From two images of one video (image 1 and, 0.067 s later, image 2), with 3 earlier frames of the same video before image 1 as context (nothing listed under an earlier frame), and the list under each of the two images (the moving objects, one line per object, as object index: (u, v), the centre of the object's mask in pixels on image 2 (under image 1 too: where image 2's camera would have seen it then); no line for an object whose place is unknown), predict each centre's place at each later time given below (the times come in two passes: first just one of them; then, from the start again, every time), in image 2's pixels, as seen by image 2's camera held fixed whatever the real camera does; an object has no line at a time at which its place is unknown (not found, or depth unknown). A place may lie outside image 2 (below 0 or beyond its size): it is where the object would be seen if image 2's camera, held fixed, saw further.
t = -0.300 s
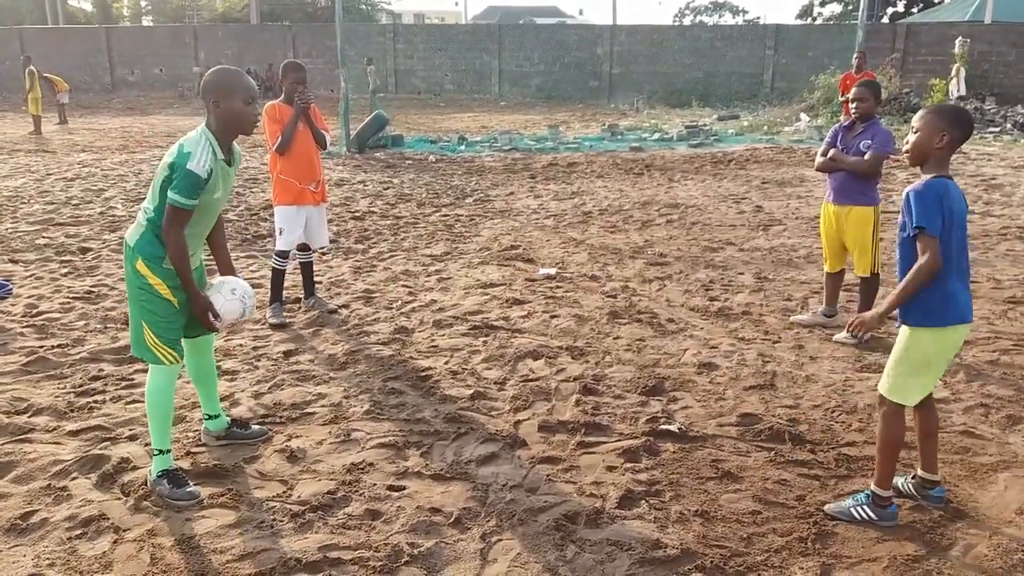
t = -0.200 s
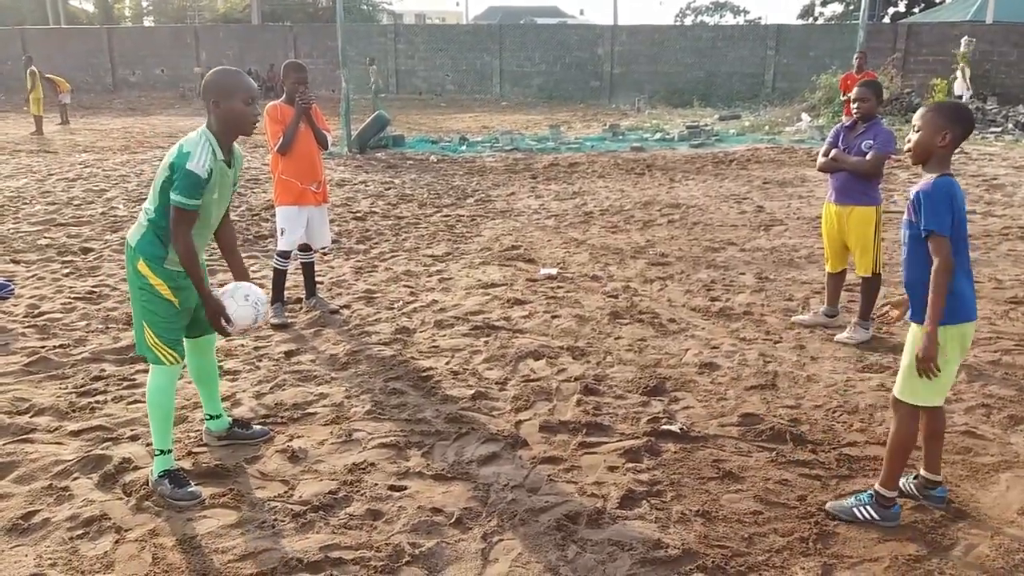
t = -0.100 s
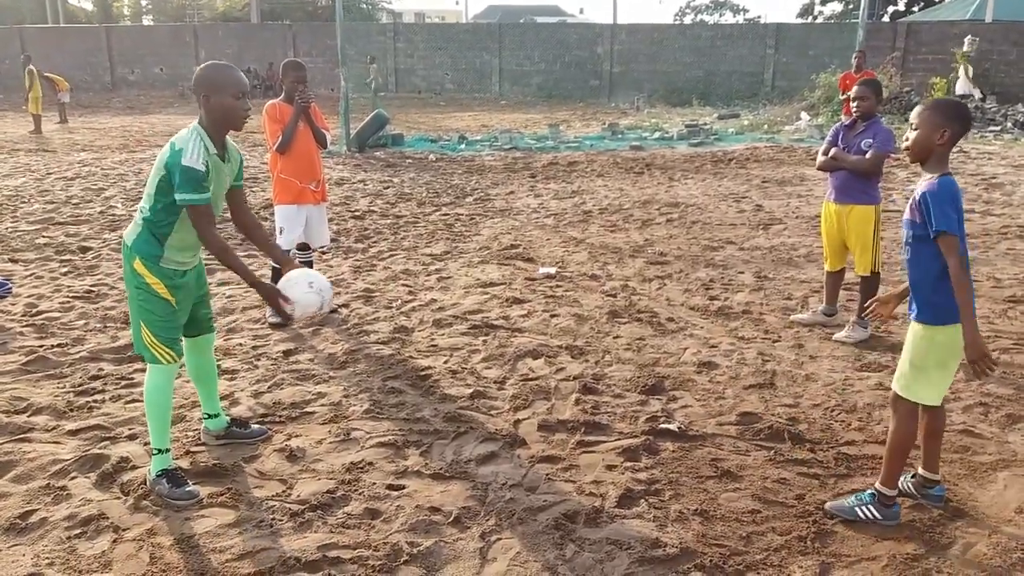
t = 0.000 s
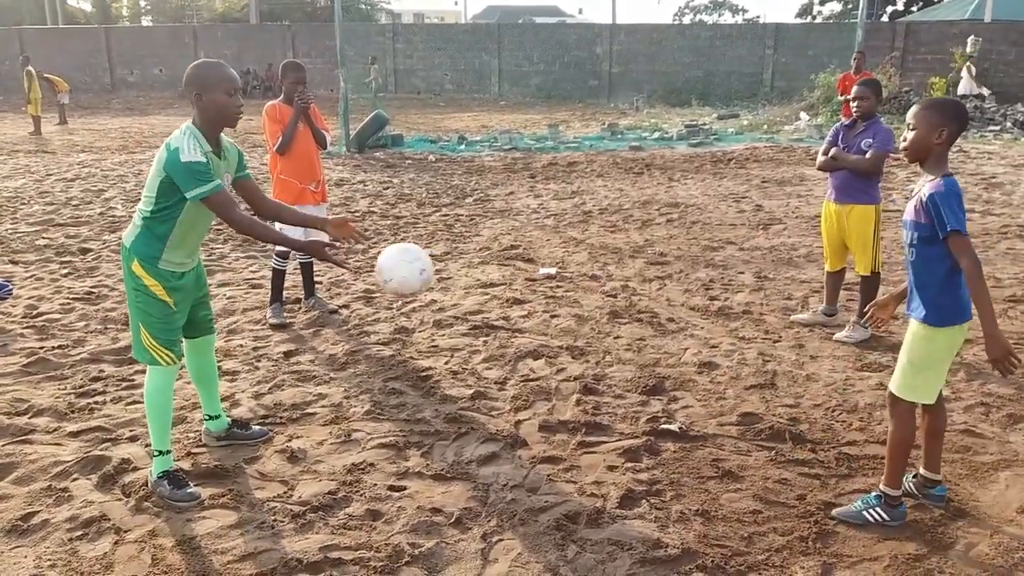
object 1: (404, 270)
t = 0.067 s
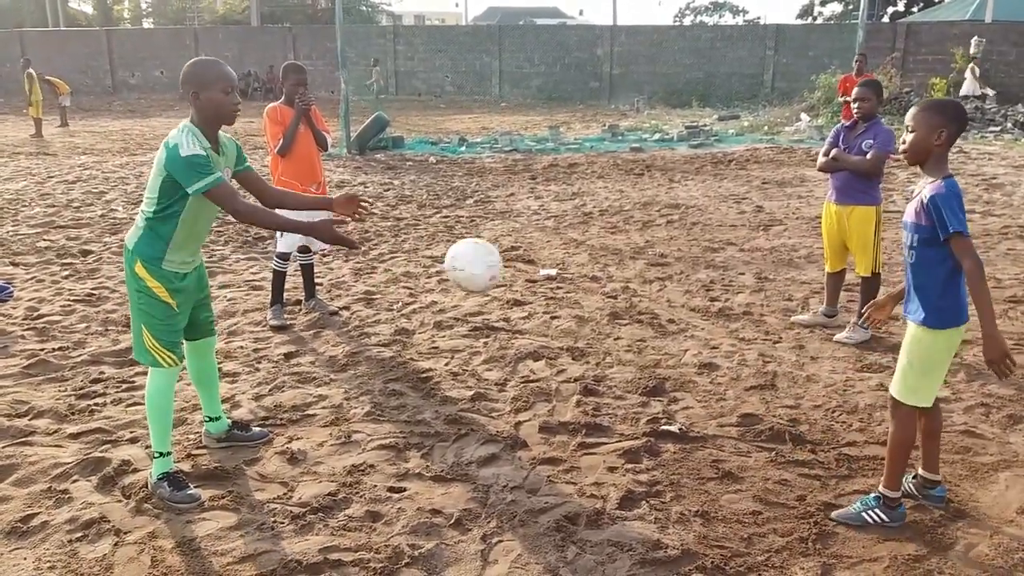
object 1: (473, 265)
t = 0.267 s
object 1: (687, 316)
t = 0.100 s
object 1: (508, 266)
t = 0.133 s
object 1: (543, 269)
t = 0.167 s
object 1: (579, 277)
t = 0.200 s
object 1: (615, 287)
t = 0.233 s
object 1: (652, 300)
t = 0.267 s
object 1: (687, 316)
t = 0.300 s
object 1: (724, 334)
